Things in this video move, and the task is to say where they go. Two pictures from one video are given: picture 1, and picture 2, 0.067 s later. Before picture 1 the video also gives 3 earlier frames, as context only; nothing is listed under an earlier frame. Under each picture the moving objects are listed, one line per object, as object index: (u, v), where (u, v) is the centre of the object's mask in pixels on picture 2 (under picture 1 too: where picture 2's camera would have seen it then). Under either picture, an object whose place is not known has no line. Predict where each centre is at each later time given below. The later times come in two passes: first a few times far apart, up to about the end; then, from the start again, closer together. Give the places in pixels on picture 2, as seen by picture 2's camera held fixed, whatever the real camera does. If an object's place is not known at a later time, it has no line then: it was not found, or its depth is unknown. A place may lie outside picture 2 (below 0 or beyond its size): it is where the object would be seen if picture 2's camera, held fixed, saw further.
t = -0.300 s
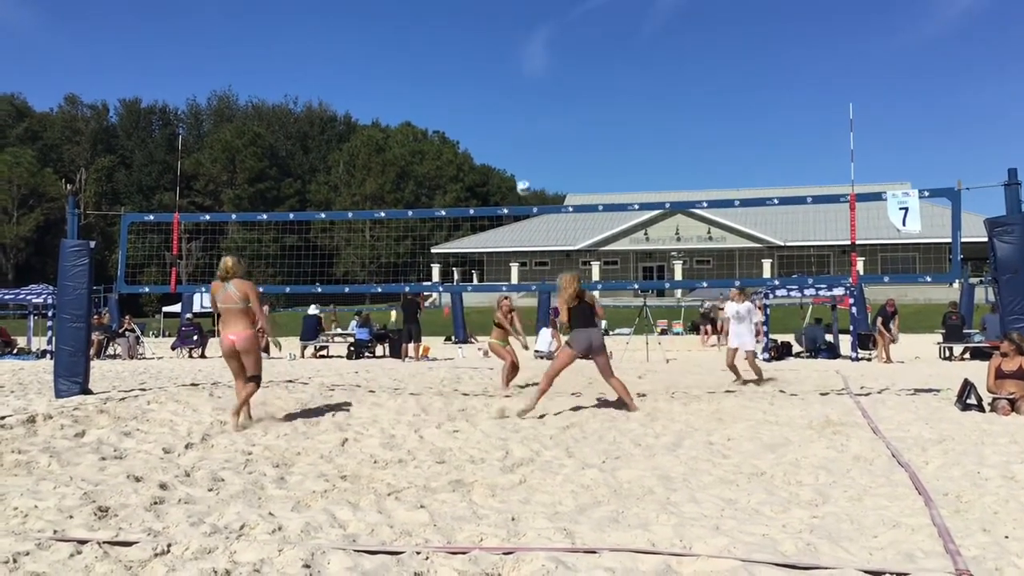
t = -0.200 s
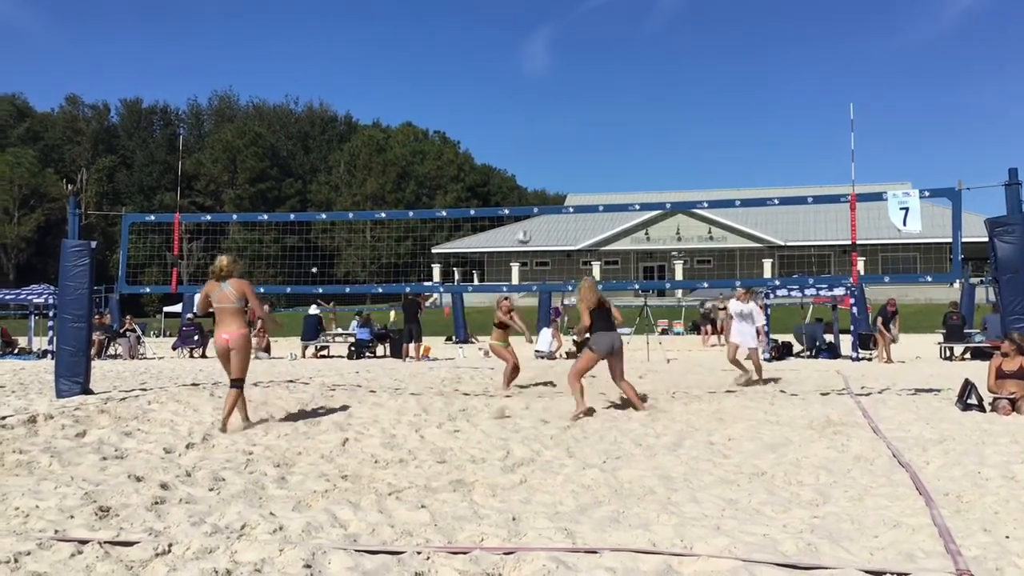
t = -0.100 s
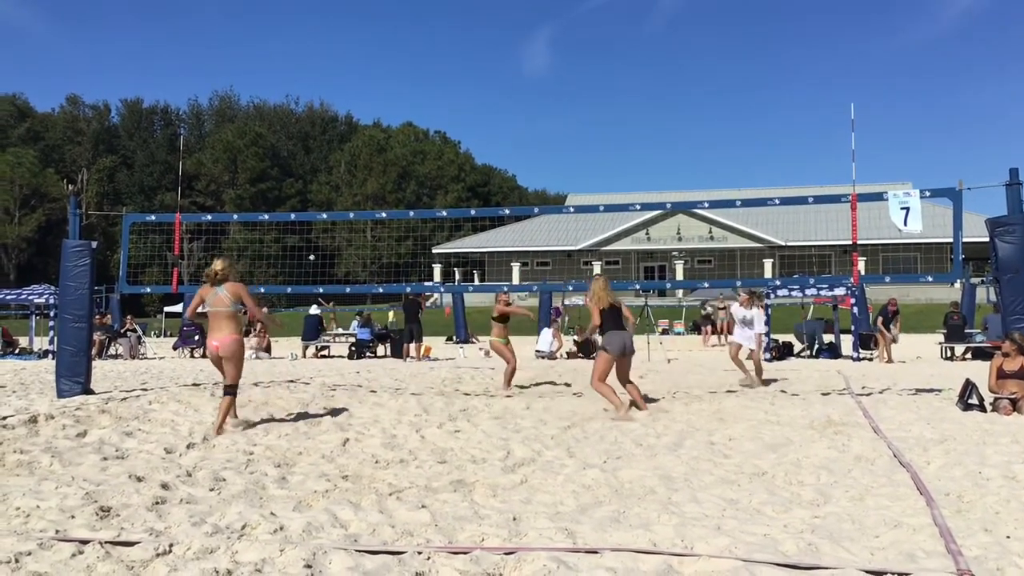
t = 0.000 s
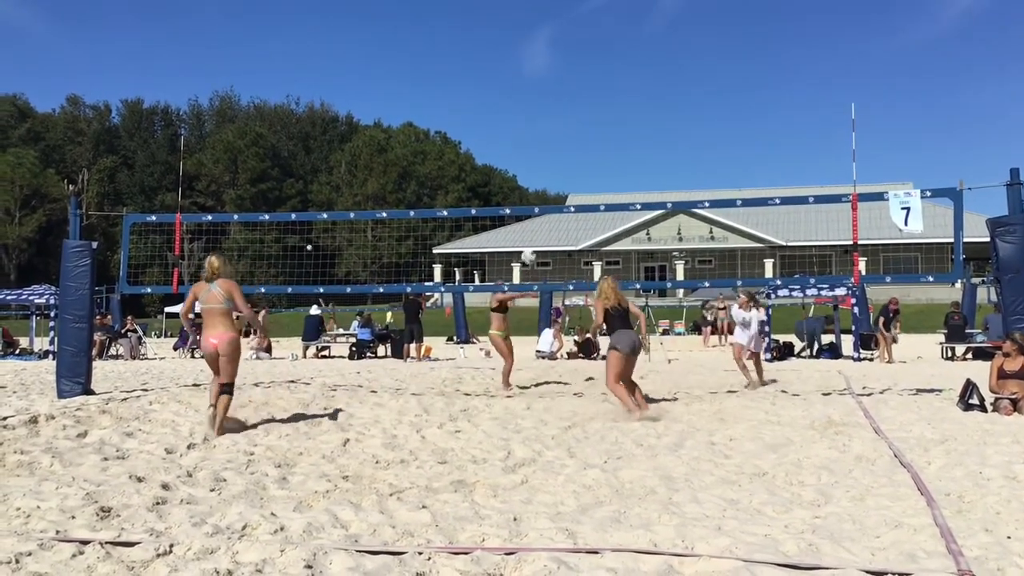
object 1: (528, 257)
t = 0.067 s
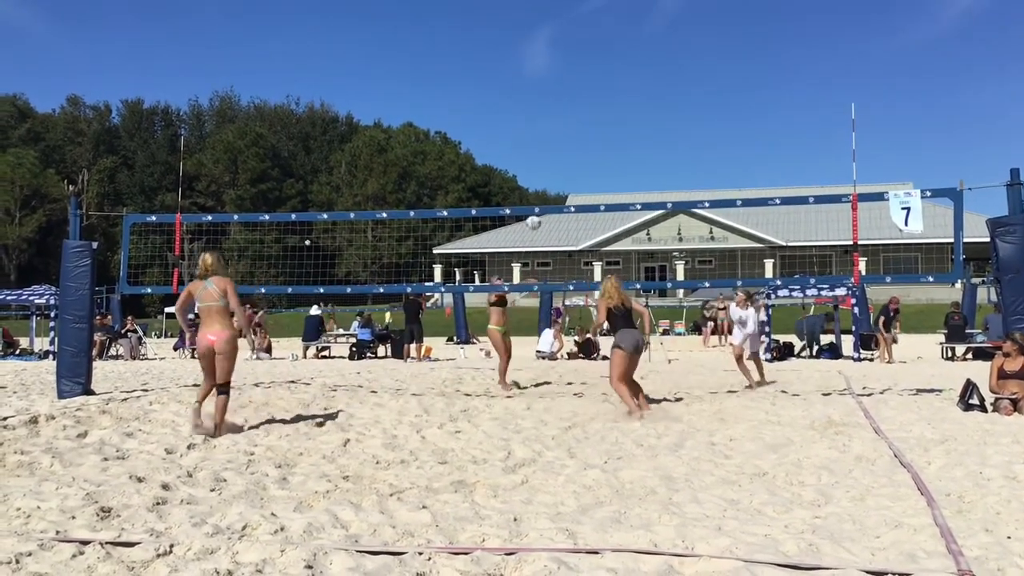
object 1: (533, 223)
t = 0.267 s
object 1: (546, 137)
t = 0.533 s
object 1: (564, 64)
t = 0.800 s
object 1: (581, 38)
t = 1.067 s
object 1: (599, 62)
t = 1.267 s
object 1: (613, 116)
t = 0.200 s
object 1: (541, 162)
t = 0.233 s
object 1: (544, 149)
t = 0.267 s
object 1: (546, 137)
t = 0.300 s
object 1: (548, 125)
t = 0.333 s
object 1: (551, 114)
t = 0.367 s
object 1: (552, 104)
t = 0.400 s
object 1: (555, 94)
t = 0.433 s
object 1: (557, 86)
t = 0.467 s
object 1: (559, 78)
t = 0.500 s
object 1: (562, 70)
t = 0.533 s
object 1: (564, 64)
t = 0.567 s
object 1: (566, 58)
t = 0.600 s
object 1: (568, 53)
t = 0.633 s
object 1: (570, 48)
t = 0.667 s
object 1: (572, 44)
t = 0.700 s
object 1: (574, 41)
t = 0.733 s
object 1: (577, 40)
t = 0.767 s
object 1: (579, 39)
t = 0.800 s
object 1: (581, 38)
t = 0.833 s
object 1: (583, 38)
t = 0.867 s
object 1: (586, 39)
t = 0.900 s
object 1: (588, 41)
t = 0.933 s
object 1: (591, 44)
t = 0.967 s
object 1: (593, 47)
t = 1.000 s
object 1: (595, 51)
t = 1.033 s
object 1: (597, 56)
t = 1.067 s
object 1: (599, 62)
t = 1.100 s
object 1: (601, 69)
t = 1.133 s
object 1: (603, 77)
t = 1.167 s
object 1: (606, 85)
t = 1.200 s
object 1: (608, 95)
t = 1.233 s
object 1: (610, 105)
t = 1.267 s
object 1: (613, 116)
